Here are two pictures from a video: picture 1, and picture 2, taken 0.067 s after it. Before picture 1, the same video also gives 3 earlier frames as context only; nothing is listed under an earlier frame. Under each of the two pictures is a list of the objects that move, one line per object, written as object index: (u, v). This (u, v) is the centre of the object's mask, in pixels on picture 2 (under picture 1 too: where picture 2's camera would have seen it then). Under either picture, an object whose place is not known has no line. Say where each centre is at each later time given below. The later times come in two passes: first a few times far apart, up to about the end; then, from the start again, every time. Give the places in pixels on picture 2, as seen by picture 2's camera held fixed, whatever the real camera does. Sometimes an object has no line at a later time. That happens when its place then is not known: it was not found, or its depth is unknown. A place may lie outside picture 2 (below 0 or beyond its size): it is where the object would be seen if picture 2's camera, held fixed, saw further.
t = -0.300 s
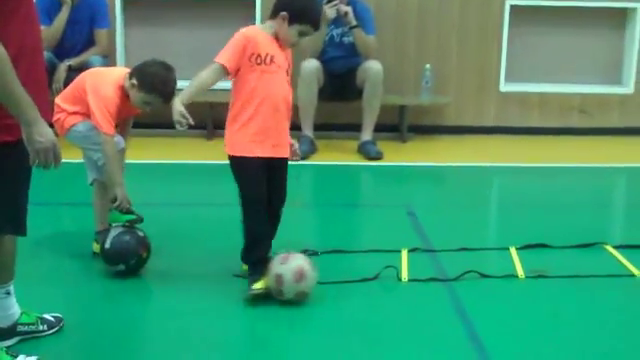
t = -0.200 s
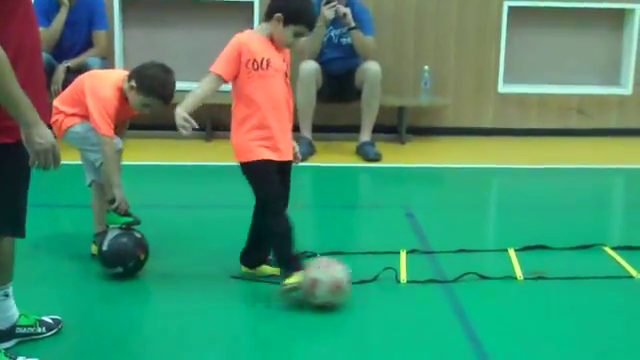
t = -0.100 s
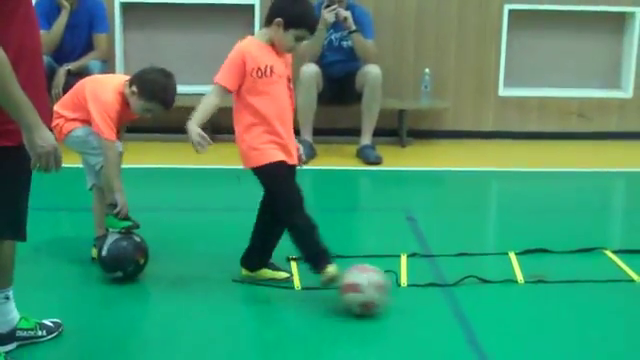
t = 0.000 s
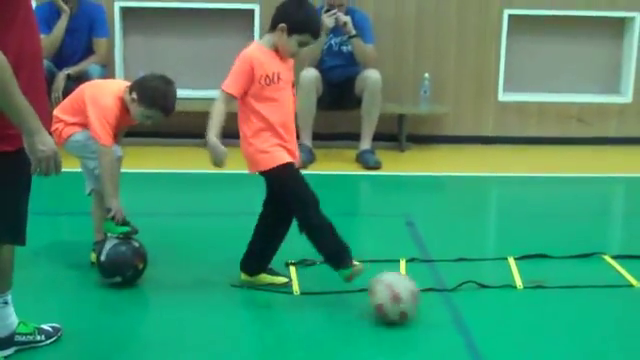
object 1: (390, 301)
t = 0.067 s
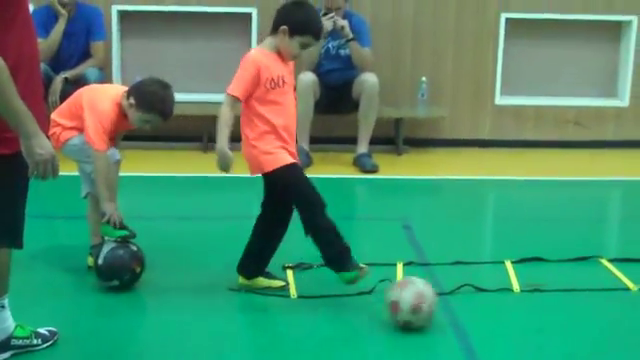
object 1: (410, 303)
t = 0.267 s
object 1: (474, 310)
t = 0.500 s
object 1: (548, 317)
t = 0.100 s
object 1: (422, 304)
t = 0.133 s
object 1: (432, 305)
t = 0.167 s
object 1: (443, 307)
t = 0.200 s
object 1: (454, 307)
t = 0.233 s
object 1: (465, 309)
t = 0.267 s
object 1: (474, 310)
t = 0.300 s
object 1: (485, 310)
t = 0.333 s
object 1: (496, 311)
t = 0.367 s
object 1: (507, 312)
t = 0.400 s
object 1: (517, 314)
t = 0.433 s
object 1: (528, 315)
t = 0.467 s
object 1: (538, 316)
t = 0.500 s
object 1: (548, 317)
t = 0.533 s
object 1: (555, 317)
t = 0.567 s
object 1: (565, 319)
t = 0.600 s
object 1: (573, 320)
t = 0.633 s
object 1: (584, 321)
